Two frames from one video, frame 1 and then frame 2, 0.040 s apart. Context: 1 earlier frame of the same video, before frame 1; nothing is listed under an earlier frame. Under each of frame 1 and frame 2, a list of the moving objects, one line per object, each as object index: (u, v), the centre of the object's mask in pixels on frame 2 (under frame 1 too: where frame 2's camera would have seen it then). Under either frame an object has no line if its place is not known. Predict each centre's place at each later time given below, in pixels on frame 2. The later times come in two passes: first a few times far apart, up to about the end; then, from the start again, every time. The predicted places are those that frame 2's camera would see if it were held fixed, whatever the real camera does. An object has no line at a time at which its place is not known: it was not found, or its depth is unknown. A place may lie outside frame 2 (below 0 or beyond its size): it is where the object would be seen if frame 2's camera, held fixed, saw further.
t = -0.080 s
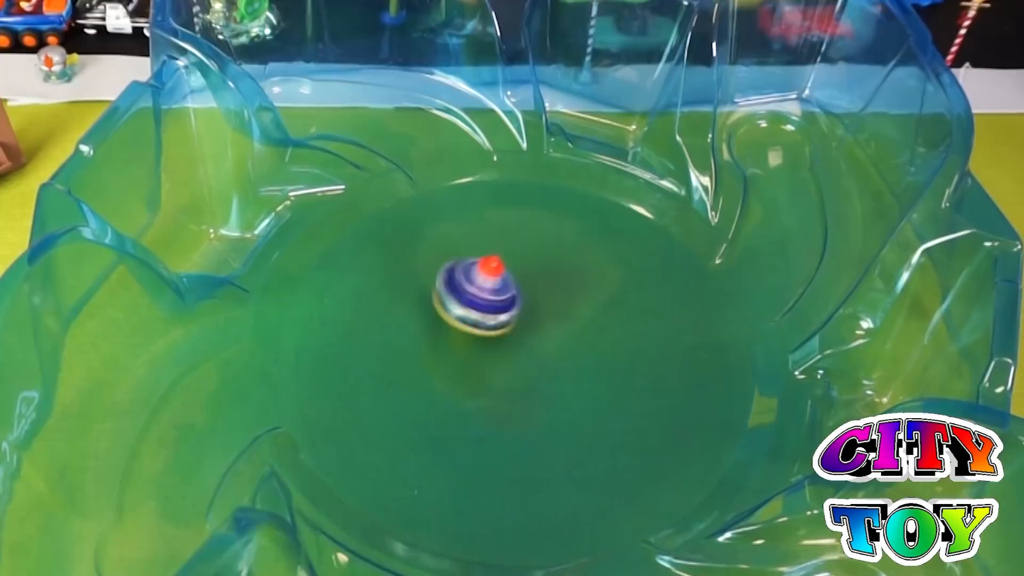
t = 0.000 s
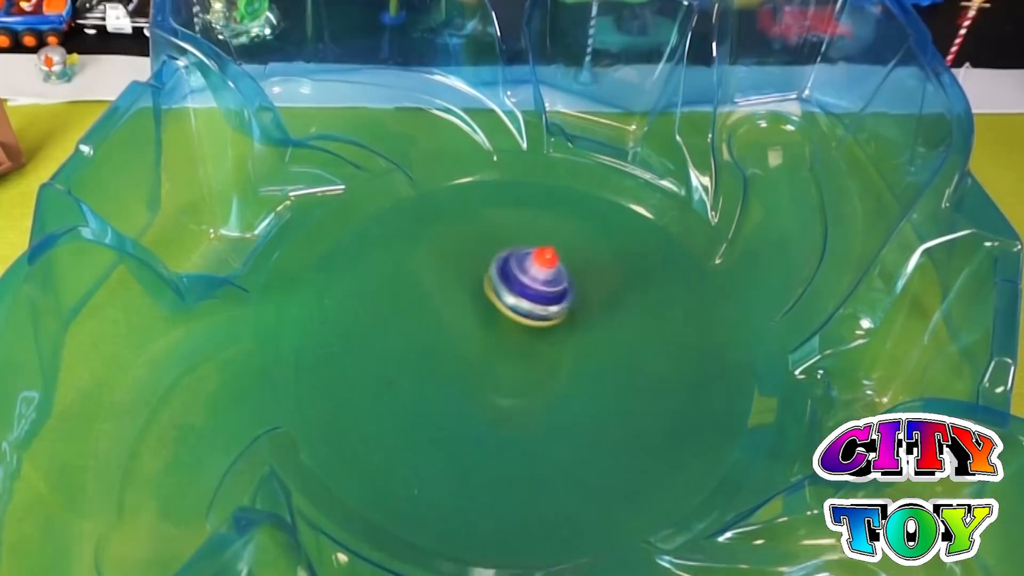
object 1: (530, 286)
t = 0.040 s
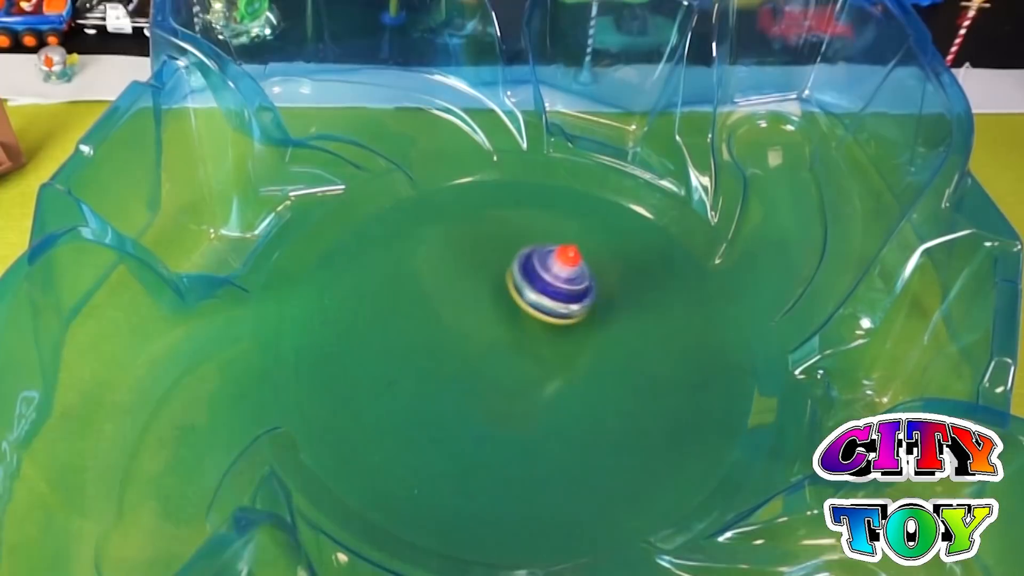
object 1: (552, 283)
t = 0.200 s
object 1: (597, 285)
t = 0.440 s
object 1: (549, 299)
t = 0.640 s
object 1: (480, 318)
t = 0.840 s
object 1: (508, 328)
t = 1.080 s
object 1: (562, 293)
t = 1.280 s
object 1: (570, 272)
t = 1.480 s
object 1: (574, 275)
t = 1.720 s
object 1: (574, 306)
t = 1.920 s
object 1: (562, 342)
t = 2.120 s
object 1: (531, 364)
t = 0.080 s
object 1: (570, 282)
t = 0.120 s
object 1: (583, 283)
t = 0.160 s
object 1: (592, 284)
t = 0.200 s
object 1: (597, 285)
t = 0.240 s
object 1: (597, 287)
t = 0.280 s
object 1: (594, 289)
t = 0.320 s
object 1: (587, 291)
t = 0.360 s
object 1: (577, 294)
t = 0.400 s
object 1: (564, 296)
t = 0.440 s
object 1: (549, 299)
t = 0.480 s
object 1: (532, 303)
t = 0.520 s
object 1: (515, 306)
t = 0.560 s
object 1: (499, 309)
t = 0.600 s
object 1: (487, 314)
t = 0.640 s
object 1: (480, 318)
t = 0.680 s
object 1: (477, 322)
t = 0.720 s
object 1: (479, 324)
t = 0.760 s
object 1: (486, 327)
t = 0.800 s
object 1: (496, 329)
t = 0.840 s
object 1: (508, 328)
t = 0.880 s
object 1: (522, 325)
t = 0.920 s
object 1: (535, 319)
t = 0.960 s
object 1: (546, 312)
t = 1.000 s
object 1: (553, 306)
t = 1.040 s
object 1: (558, 299)
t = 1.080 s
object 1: (562, 293)
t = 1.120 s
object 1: (564, 288)
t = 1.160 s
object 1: (566, 282)
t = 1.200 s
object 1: (568, 278)
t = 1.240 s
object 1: (569, 274)
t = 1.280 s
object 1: (570, 272)
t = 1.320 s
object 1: (571, 270)
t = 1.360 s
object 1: (572, 270)
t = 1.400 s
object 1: (572, 271)
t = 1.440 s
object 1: (573, 272)
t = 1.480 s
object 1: (574, 275)
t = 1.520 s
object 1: (574, 278)
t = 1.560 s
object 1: (574, 283)
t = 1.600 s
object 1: (575, 288)
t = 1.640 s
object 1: (575, 293)
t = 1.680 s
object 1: (574, 299)
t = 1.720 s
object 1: (574, 306)
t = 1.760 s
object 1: (572, 313)
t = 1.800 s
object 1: (571, 320)
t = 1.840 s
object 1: (568, 328)
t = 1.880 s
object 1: (566, 335)
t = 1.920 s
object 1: (562, 342)
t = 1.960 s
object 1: (557, 349)
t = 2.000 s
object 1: (551, 354)
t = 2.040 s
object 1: (544, 358)
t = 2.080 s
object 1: (537, 362)
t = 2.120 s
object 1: (531, 364)
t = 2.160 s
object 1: (528, 367)
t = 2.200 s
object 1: (527, 370)
